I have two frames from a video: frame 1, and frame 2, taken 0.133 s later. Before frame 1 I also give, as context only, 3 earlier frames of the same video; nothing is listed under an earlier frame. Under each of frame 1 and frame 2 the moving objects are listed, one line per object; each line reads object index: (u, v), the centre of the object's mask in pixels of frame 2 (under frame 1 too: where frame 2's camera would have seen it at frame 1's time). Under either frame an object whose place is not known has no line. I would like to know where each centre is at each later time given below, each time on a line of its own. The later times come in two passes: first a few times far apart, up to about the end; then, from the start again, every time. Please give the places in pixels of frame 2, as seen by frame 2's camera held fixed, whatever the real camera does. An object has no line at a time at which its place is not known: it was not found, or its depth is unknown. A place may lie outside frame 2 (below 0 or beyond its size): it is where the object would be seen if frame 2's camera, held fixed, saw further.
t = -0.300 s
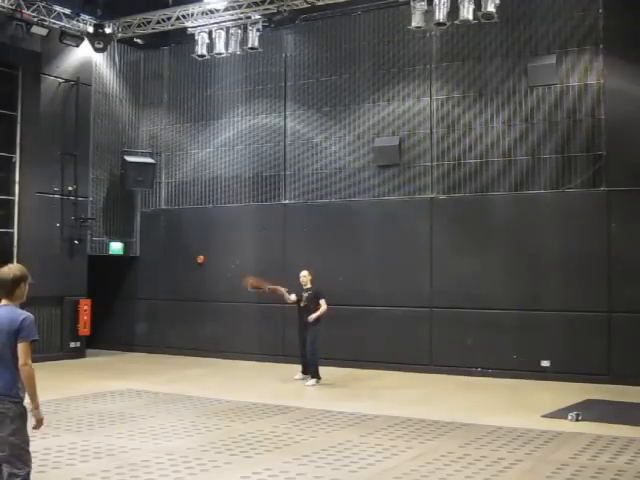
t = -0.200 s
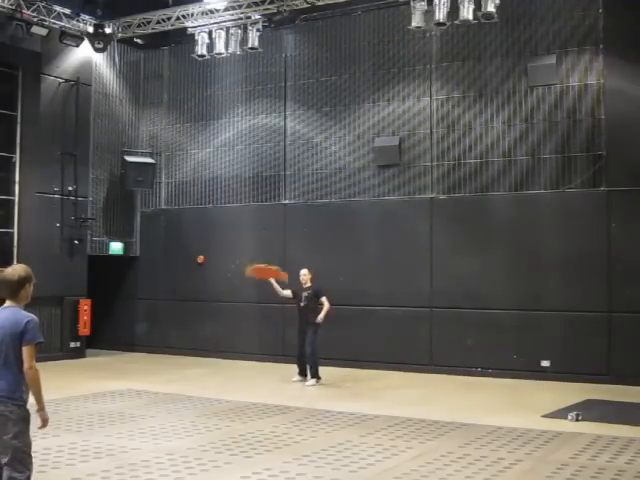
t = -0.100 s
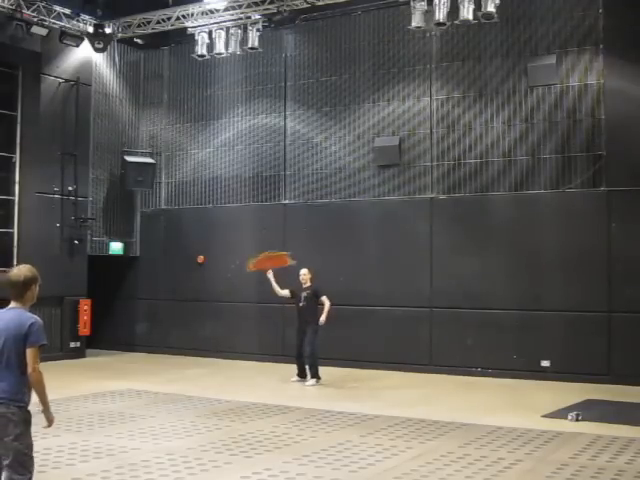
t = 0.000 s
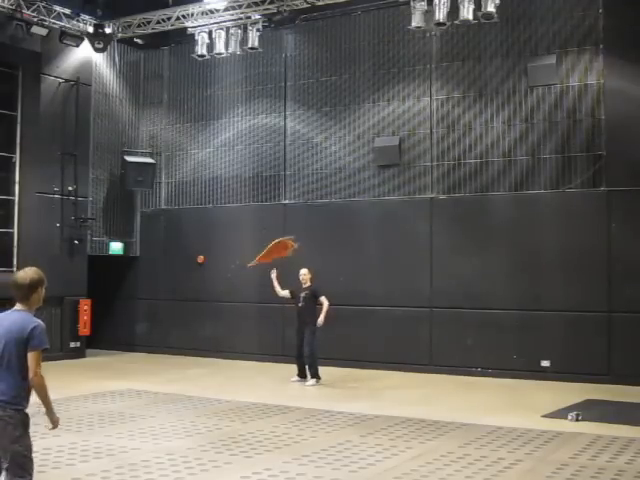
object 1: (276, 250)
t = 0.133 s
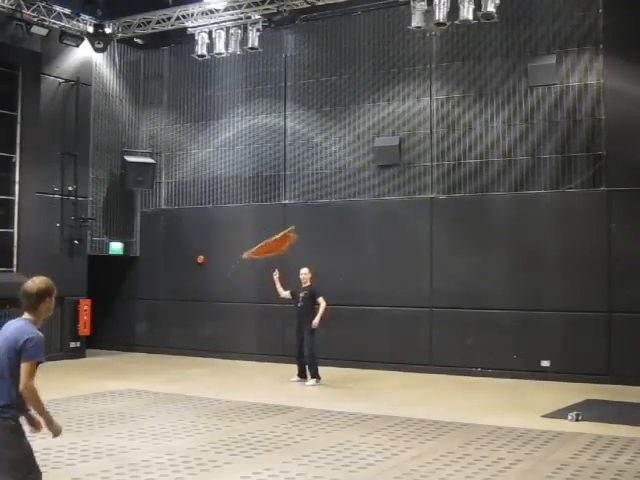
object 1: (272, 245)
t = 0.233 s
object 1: (265, 240)
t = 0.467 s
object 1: (220, 229)
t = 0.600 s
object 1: (181, 229)
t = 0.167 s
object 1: (271, 242)
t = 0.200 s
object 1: (268, 241)
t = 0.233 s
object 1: (265, 240)
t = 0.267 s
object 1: (261, 239)
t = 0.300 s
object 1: (257, 238)
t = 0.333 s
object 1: (251, 237)
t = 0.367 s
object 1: (243, 236)
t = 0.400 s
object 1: (236, 234)
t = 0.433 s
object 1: (228, 232)
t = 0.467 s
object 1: (220, 229)
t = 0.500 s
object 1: (212, 227)
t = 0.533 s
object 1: (202, 227)
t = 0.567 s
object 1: (192, 228)
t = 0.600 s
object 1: (181, 229)
